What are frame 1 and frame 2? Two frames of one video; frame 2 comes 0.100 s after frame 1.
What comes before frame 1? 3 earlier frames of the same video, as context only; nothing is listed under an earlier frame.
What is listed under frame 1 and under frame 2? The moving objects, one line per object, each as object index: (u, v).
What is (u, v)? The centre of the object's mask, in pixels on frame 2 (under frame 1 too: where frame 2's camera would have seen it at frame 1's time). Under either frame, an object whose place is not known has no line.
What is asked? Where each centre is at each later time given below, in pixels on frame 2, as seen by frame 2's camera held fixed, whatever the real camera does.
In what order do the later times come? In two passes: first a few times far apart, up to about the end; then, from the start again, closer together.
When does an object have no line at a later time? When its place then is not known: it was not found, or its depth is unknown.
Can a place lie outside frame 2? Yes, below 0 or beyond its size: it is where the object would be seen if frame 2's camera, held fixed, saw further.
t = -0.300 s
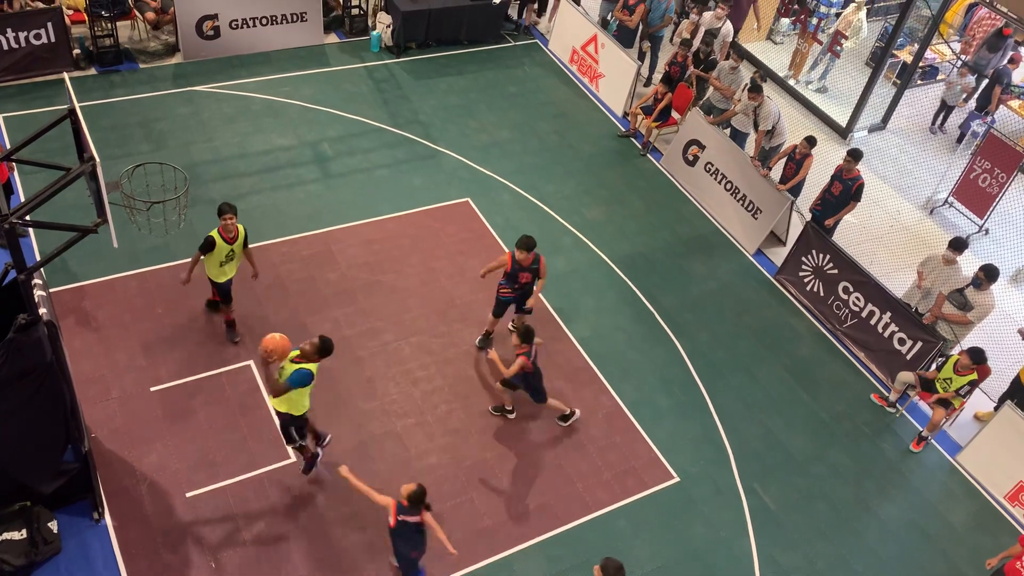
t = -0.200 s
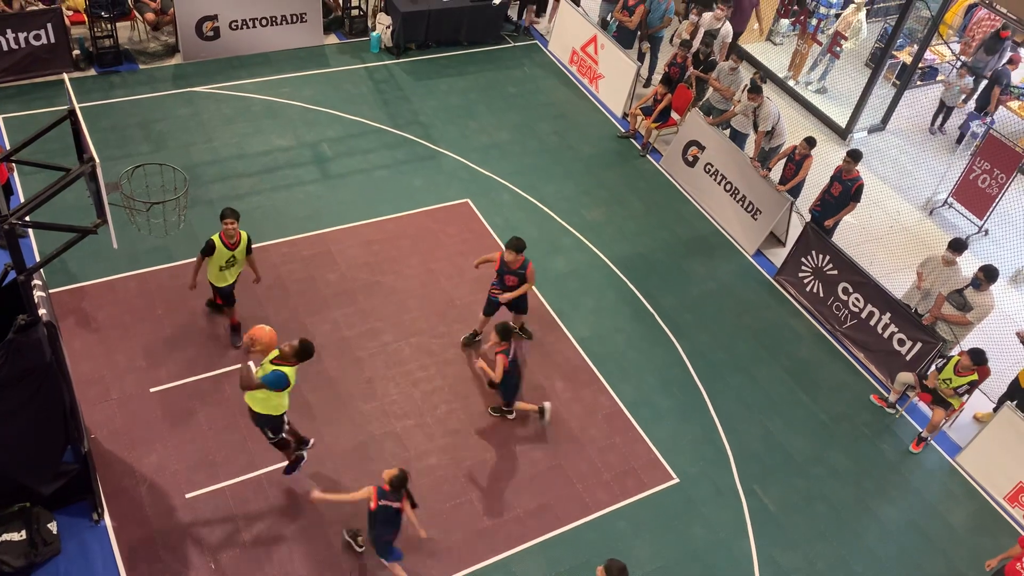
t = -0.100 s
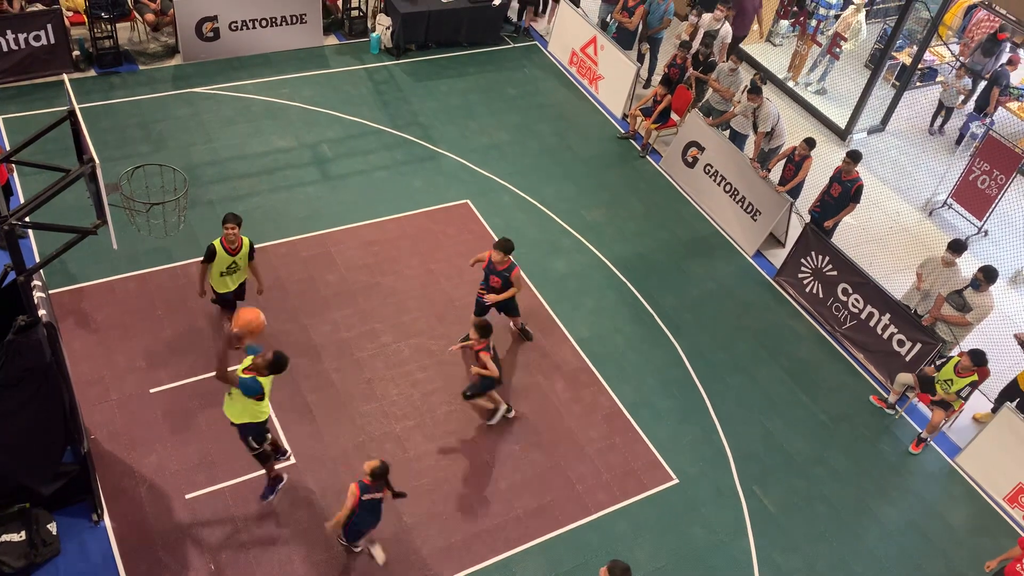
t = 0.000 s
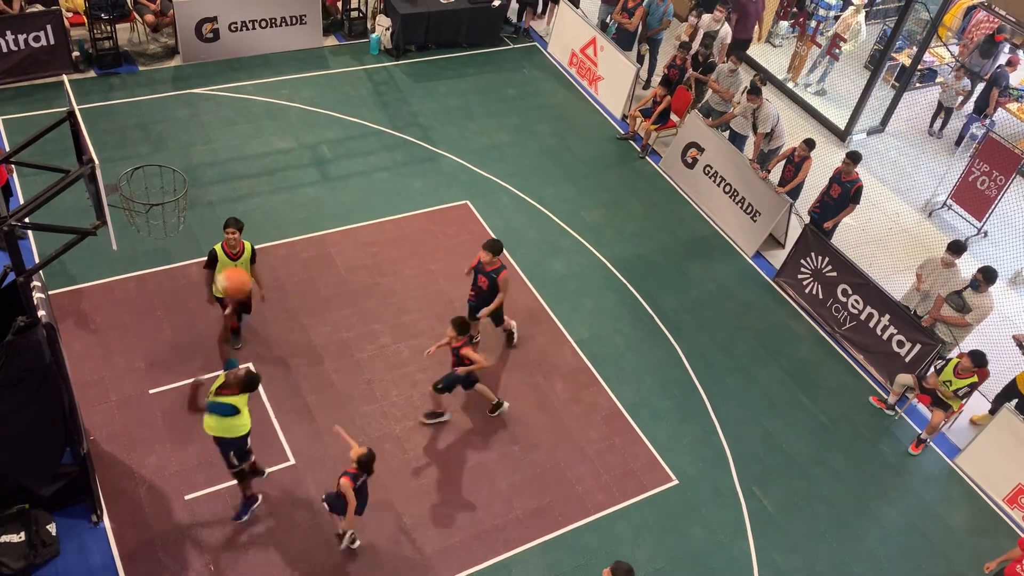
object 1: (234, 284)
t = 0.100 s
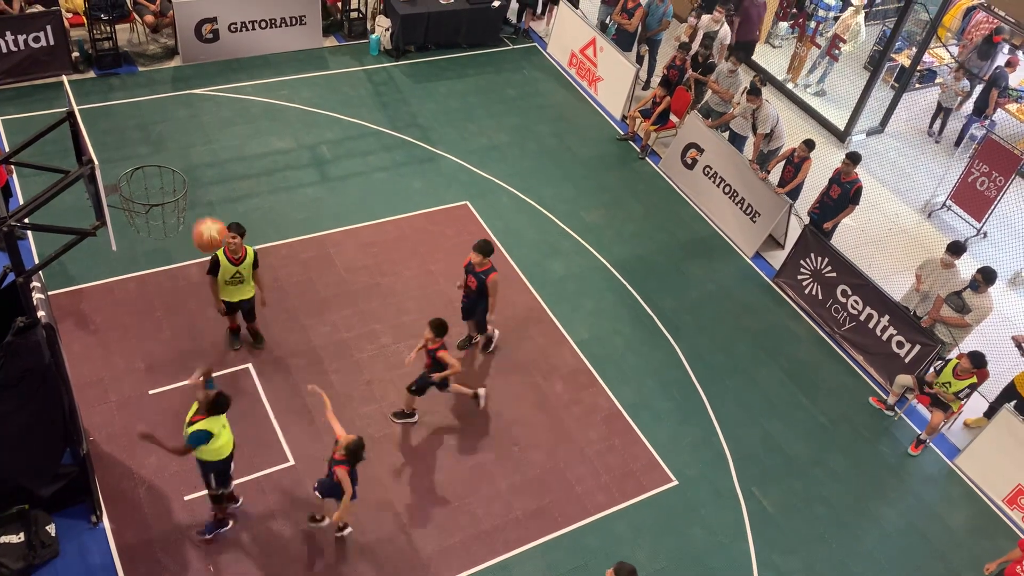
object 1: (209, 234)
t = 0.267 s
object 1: (170, 171)
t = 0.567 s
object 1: (105, 130)
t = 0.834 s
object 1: (142, 168)
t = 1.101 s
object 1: (167, 184)
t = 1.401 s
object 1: (184, 201)
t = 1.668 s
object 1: (216, 271)
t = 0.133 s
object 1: (202, 220)
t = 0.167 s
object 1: (195, 206)
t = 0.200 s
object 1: (186, 193)
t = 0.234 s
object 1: (178, 181)
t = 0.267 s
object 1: (170, 171)
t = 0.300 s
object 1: (161, 161)
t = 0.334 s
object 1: (153, 152)
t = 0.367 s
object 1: (146, 145)
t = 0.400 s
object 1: (138, 140)
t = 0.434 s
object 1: (130, 135)
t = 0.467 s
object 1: (124, 132)
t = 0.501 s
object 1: (117, 130)
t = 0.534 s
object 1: (110, 129)
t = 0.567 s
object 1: (105, 130)
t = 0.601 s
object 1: (105, 132)
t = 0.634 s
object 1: (109, 135)
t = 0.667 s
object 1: (112, 140)
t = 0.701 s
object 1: (117, 146)
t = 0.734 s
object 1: (121, 153)
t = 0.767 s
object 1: (125, 162)
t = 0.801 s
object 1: (131, 168)
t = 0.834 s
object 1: (142, 168)
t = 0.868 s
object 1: (155, 170)
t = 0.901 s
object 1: (167, 172)
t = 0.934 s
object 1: (168, 172)
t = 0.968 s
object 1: (168, 173)
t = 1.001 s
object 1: (167, 174)
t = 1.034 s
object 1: (167, 177)
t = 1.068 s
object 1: (166, 181)
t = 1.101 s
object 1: (167, 184)
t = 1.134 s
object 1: (167, 185)
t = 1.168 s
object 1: (168, 186)
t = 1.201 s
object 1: (168, 187)
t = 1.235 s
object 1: (170, 188)
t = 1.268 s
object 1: (171, 190)
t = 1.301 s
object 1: (174, 192)
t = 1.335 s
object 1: (177, 195)
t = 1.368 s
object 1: (180, 198)
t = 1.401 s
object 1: (184, 201)
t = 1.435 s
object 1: (188, 207)
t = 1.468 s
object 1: (192, 213)
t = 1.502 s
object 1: (196, 220)
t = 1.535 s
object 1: (200, 228)
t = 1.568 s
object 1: (204, 237)
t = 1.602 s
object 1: (208, 247)
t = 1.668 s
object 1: (216, 271)
